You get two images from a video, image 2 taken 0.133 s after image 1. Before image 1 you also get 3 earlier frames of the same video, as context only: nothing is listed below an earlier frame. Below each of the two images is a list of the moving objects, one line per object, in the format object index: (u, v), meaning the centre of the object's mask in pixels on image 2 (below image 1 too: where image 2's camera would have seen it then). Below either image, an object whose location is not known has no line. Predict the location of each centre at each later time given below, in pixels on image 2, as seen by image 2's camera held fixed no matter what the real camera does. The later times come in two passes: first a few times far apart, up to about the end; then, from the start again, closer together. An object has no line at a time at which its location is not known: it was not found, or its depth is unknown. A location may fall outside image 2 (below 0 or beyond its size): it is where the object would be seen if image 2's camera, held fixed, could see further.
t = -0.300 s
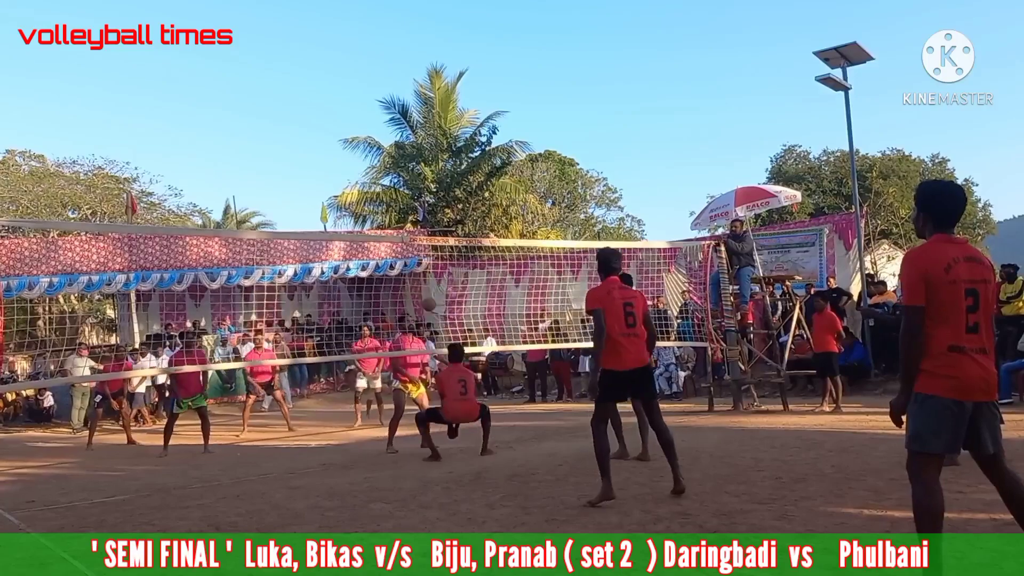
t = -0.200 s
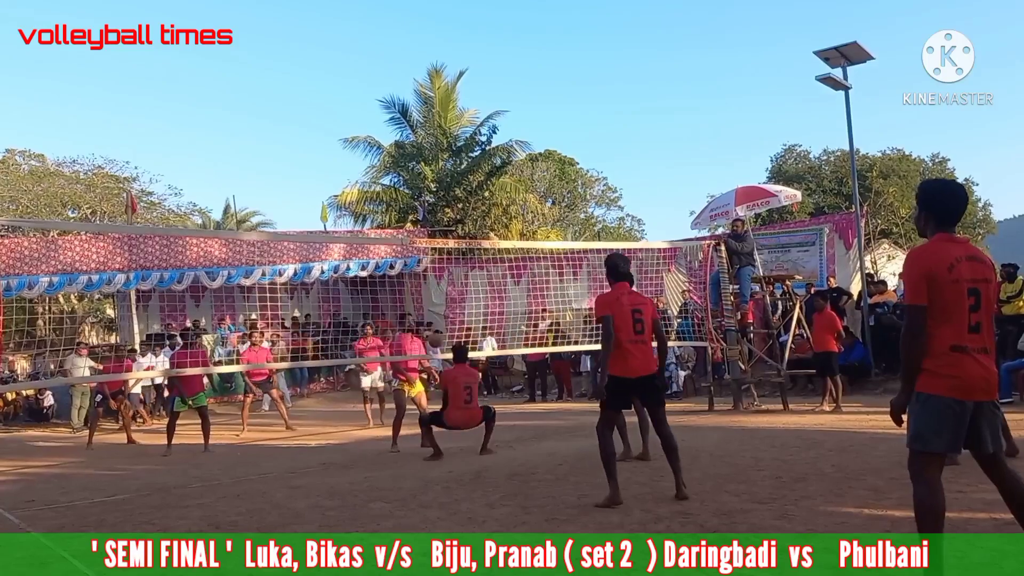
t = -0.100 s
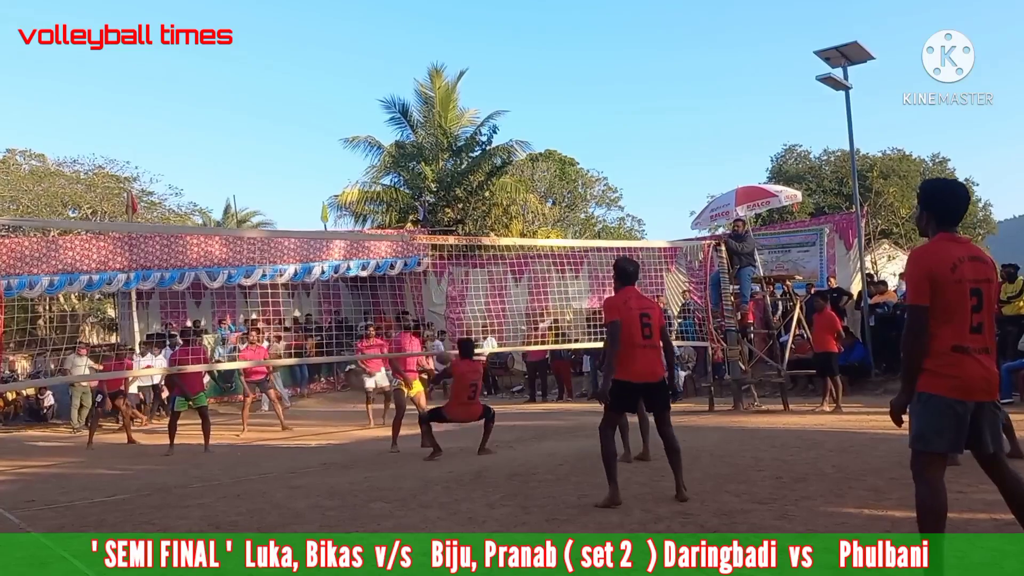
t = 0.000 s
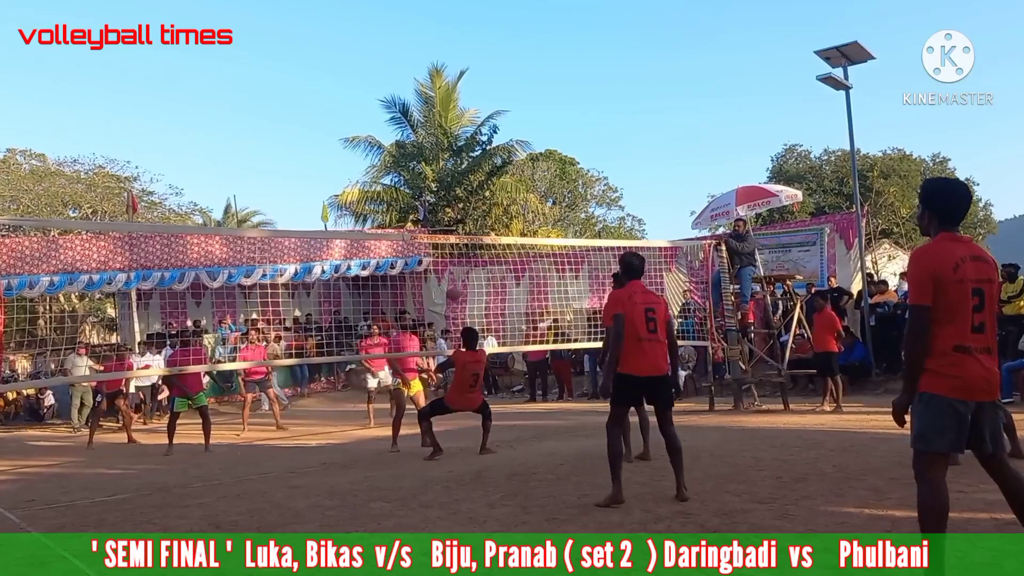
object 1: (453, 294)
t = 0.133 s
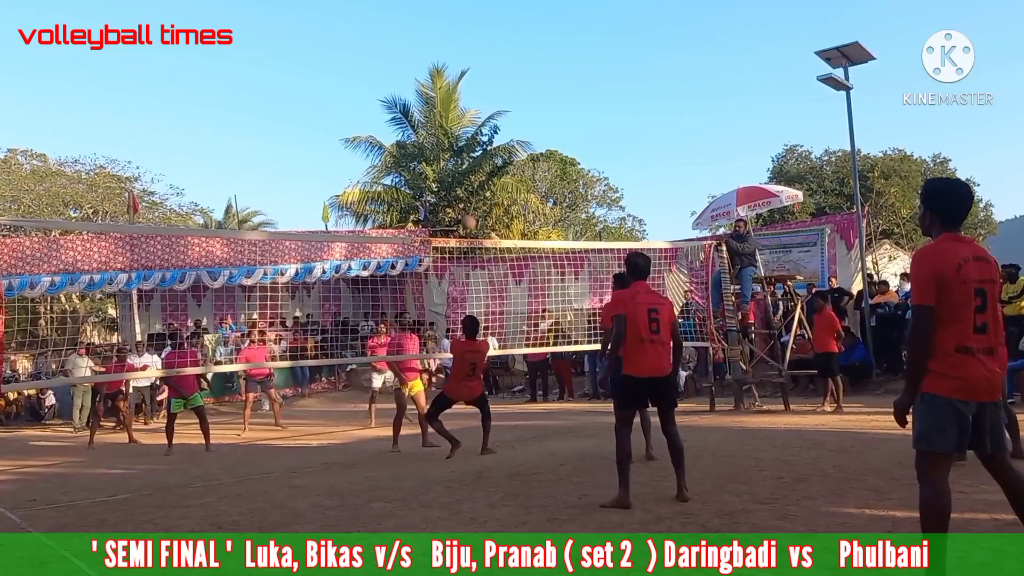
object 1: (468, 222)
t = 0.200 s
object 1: (476, 193)
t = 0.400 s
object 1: (500, 124)
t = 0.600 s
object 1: (527, 89)
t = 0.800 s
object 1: (556, 90)
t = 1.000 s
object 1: (589, 129)
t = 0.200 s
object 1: (476, 193)
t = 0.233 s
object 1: (480, 178)
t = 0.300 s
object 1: (489, 154)
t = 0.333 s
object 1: (492, 143)
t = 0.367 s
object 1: (496, 133)
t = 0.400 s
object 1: (500, 124)
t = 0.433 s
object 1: (504, 116)
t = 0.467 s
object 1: (509, 108)
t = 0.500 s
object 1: (513, 102)
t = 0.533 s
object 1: (517, 97)
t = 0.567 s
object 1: (522, 93)
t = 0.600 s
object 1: (527, 89)
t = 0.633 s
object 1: (531, 87)
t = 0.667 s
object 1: (536, 86)
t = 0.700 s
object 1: (541, 85)
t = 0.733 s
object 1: (546, 86)
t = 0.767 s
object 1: (551, 87)
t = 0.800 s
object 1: (556, 90)
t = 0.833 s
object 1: (561, 94)
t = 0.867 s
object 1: (567, 99)
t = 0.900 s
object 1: (572, 105)
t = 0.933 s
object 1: (578, 112)
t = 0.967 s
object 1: (583, 120)
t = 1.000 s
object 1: (589, 129)
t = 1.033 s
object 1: (594, 139)
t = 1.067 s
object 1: (600, 151)
